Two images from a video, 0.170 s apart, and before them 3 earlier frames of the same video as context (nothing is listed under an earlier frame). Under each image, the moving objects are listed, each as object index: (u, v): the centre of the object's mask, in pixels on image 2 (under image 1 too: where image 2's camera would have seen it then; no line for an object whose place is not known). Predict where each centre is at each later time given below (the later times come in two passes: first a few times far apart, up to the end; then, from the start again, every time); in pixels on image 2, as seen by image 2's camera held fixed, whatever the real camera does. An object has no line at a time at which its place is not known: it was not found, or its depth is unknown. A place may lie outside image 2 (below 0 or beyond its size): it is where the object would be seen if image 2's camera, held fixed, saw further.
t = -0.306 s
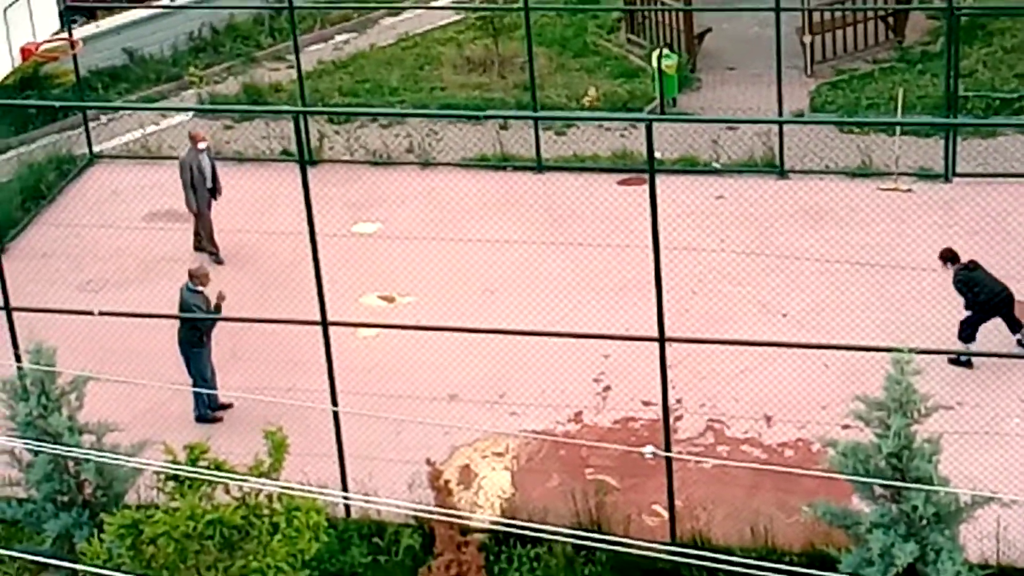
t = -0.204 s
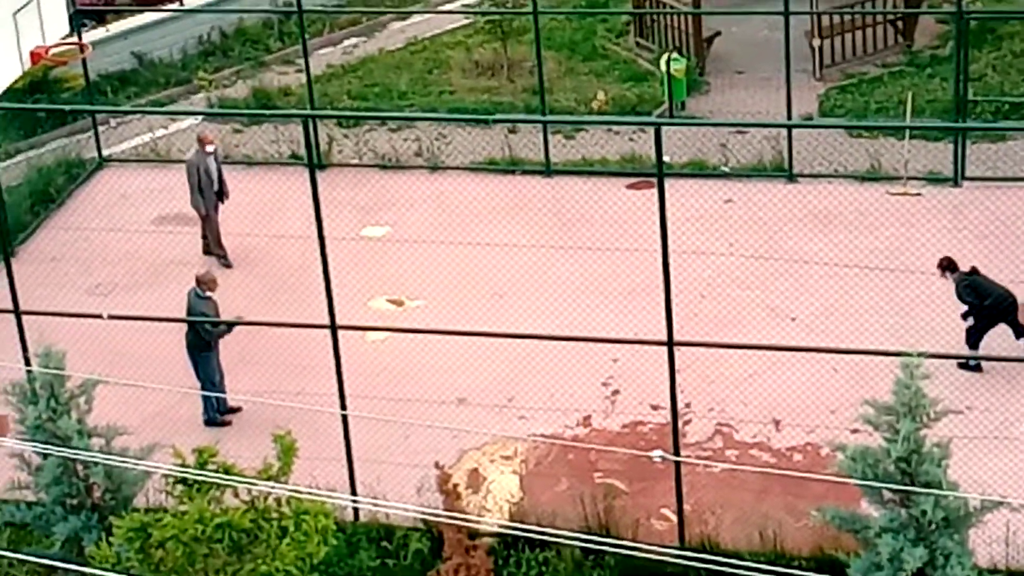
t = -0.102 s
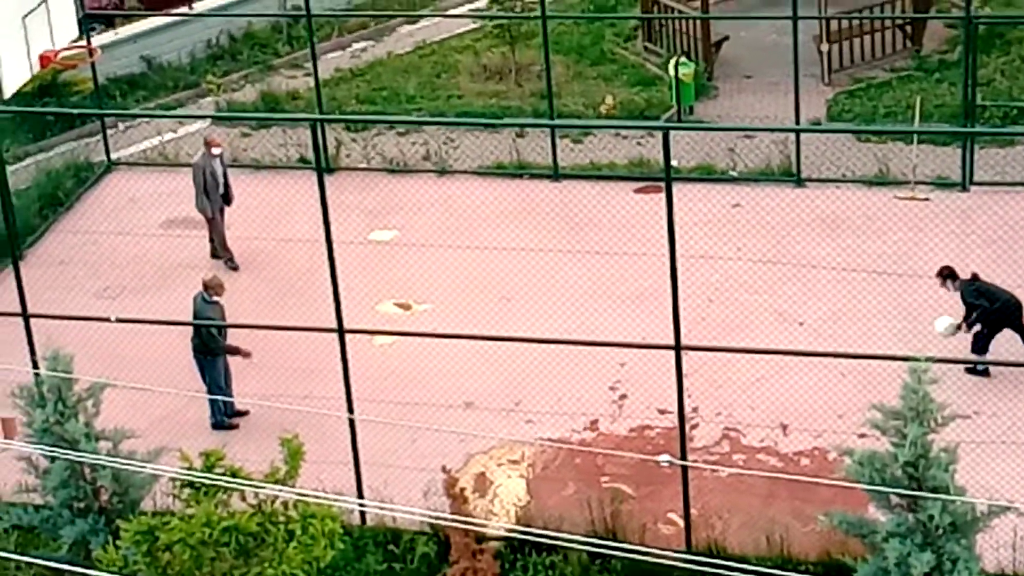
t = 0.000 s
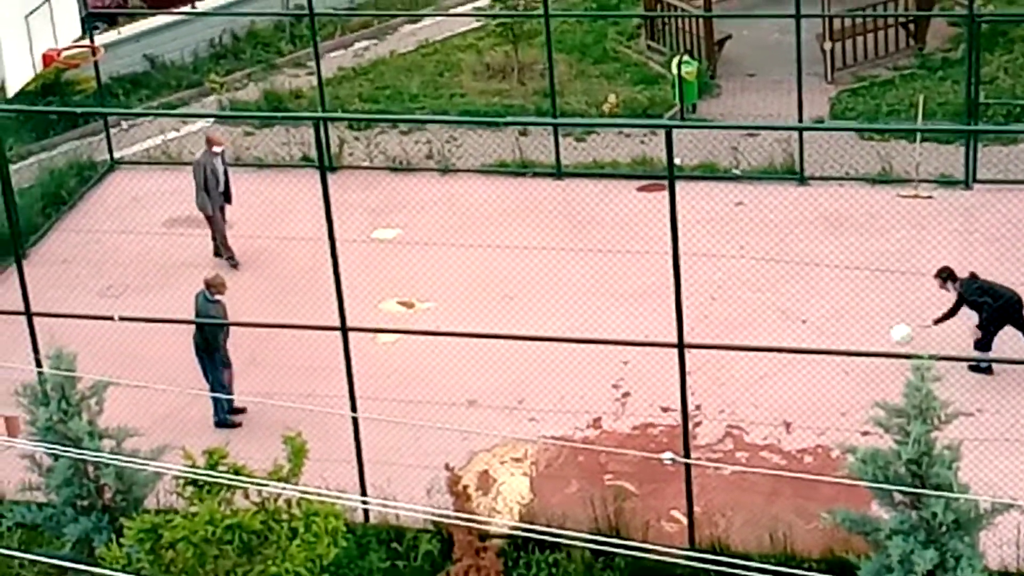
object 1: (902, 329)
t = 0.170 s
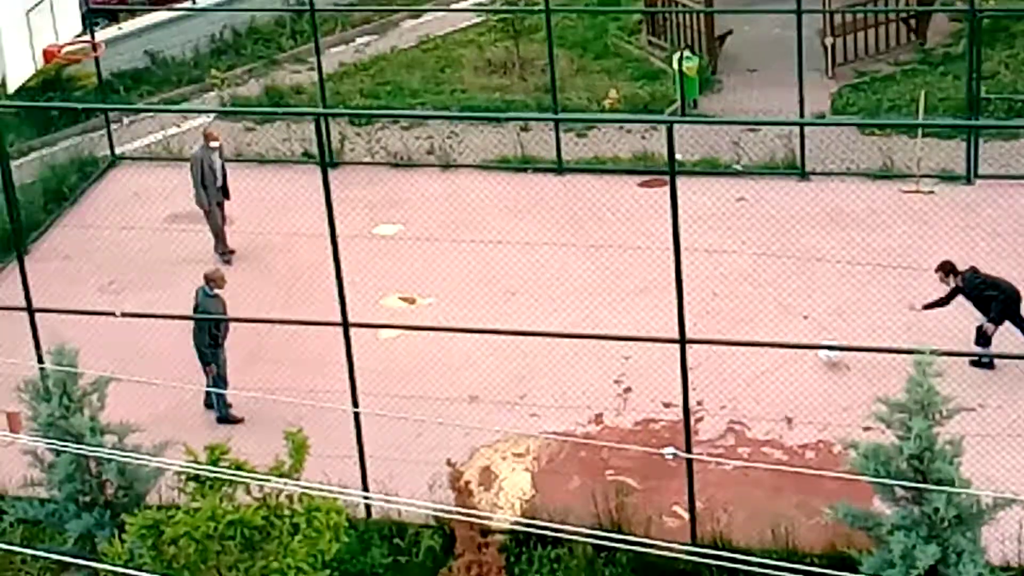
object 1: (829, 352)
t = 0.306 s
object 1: (783, 343)
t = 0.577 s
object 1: (696, 355)
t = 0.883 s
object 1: (601, 365)
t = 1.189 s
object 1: (509, 369)
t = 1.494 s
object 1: (422, 370)
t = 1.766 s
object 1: (343, 373)
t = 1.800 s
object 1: (338, 377)
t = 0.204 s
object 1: (818, 347)
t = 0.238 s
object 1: (807, 345)
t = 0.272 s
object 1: (796, 339)
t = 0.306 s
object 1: (783, 343)
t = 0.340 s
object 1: (772, 344)
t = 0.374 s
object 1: (762, 346)
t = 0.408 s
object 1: (750, 352)
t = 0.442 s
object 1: (739, 354)
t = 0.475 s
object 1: (729, 359)
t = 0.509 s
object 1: (718, 363)
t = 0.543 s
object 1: (706, 358)
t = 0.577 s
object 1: (696, 355)
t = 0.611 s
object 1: (687, 353)
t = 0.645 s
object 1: (672, 353)
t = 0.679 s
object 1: (664, 354)
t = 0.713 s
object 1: (653, 354)
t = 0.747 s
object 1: (641, 356)
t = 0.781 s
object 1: (632, 359)
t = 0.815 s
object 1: (623, 366)
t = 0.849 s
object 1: (613, 369)
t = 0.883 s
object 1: (601, 365)
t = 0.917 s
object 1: (591, 363)
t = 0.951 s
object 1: (580, 362)
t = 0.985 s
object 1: (570, 362)
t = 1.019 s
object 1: (560, 362)
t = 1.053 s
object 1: (549, 365)
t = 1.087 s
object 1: (539, 368)
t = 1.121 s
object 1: (528, 373)
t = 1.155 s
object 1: (520, 373)
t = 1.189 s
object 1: (509, 369)
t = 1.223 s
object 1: (499, 367)
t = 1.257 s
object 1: (489, 367)
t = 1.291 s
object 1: (479, 368)
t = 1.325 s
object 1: (470, 372)
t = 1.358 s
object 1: (460, 375)
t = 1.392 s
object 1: (451, 374)
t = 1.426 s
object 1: (441, 372)
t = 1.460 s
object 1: (432, 371)
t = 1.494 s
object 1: (422, 370)
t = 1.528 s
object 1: (412, 370)
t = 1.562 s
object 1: (403, 371)
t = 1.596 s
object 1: (394, 376)
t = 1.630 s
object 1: (384, 376)
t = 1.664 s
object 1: (375, 373)
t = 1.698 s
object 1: (366, 372)
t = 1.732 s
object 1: (360, 371)
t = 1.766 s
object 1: (343, 373)
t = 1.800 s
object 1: (338, 377)
